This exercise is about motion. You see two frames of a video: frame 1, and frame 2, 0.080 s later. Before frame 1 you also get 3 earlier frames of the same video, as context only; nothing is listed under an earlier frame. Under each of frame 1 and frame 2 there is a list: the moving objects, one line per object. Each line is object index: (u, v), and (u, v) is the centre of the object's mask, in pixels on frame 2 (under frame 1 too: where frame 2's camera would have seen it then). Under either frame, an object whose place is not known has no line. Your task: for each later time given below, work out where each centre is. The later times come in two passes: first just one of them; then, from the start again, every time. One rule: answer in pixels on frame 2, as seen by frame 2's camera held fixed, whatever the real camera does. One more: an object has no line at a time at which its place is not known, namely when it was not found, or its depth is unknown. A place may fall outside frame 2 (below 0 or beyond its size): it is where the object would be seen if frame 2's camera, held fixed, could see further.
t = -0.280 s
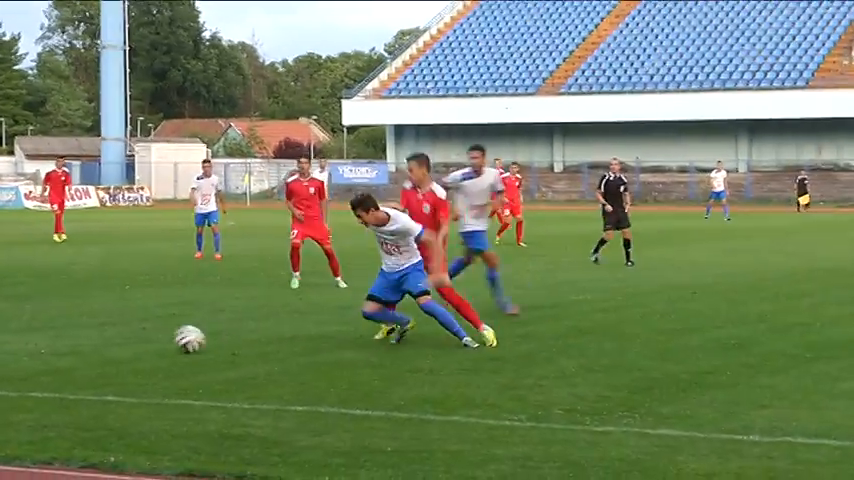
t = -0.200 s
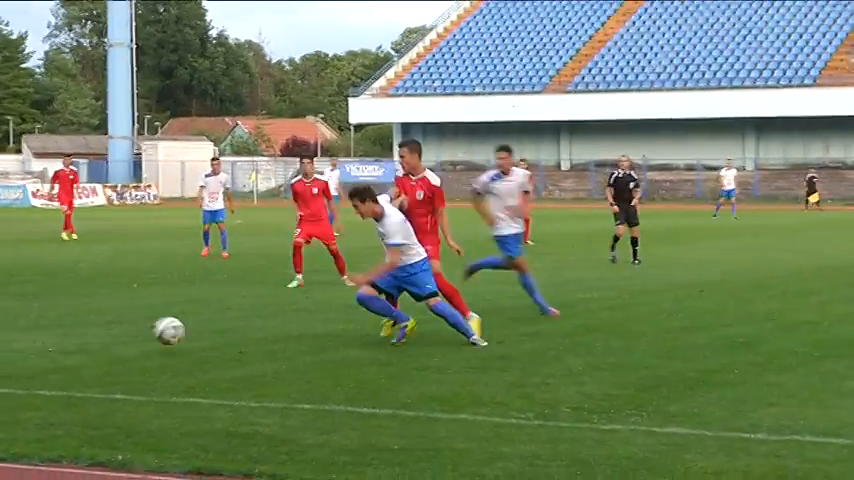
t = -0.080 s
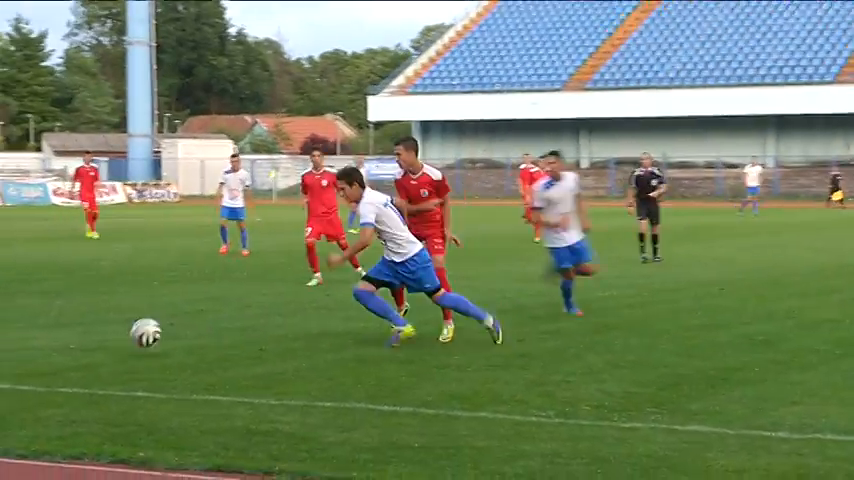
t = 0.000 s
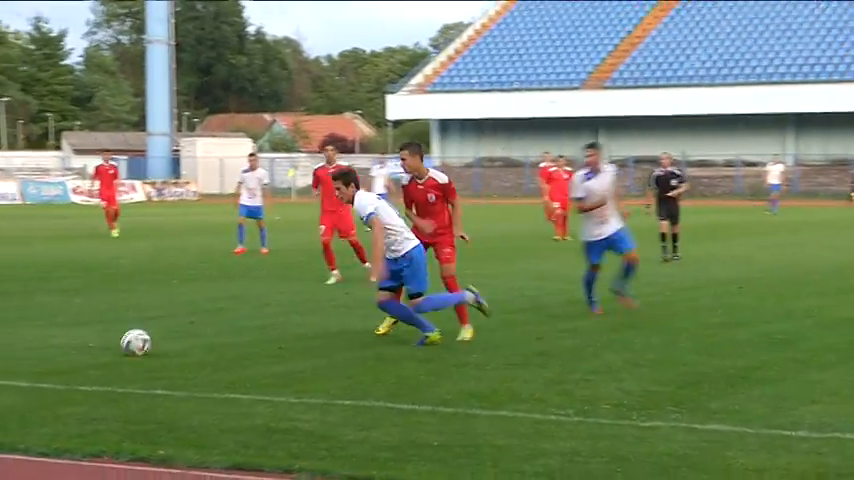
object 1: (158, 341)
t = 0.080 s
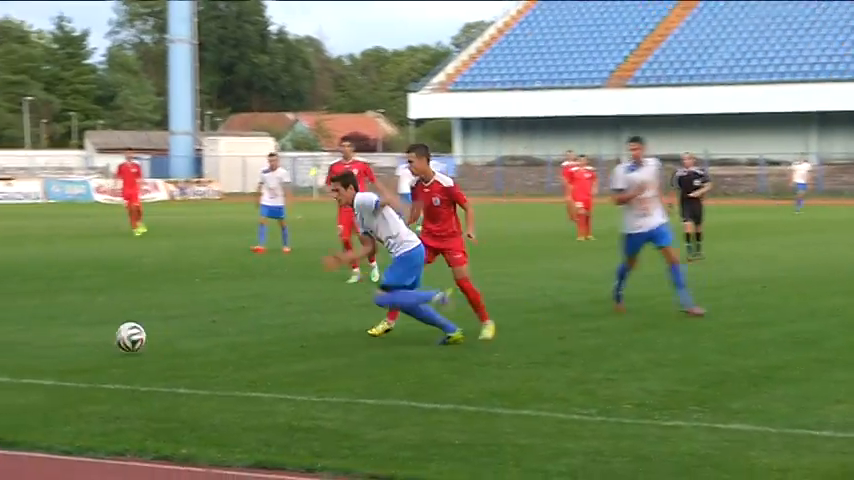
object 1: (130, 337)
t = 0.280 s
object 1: (60, 348)
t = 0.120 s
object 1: (117, 337)
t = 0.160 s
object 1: (103, 338)
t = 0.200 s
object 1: (89, 342)
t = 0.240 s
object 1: (75, 347)
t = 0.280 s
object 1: (60, 348)
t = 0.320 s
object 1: (45, 347)
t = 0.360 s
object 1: (30, 349)
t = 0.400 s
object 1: (15, 352)
